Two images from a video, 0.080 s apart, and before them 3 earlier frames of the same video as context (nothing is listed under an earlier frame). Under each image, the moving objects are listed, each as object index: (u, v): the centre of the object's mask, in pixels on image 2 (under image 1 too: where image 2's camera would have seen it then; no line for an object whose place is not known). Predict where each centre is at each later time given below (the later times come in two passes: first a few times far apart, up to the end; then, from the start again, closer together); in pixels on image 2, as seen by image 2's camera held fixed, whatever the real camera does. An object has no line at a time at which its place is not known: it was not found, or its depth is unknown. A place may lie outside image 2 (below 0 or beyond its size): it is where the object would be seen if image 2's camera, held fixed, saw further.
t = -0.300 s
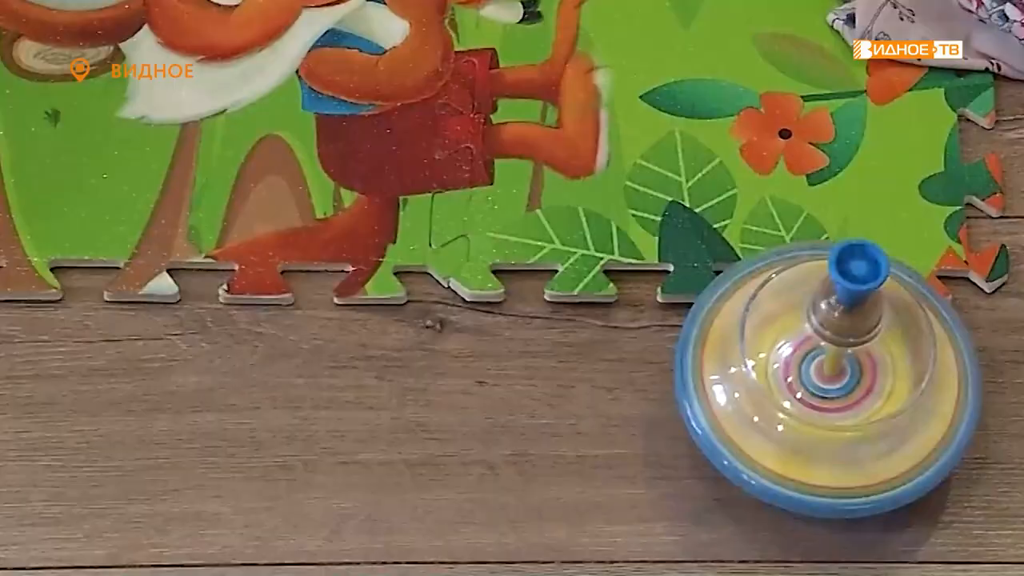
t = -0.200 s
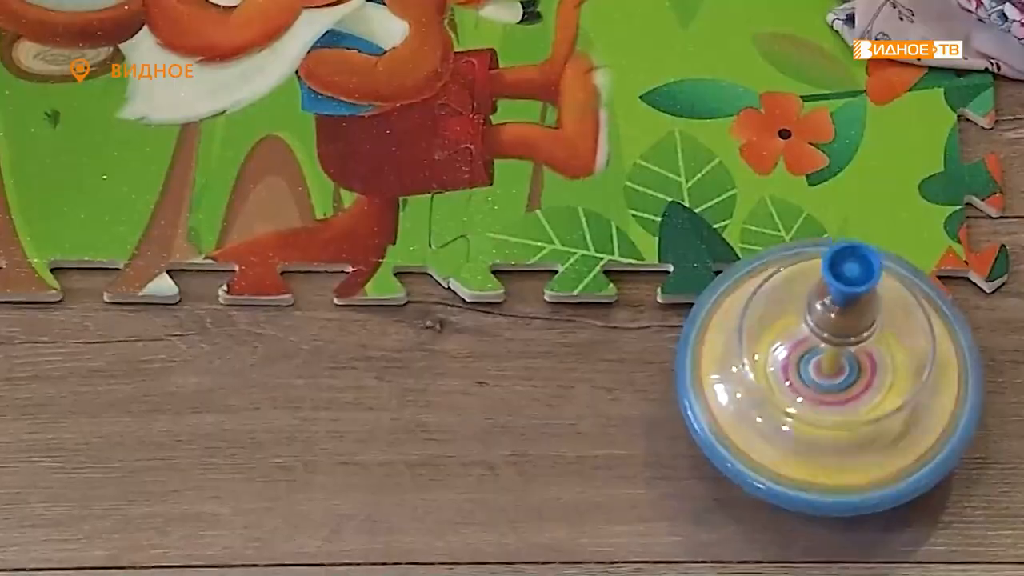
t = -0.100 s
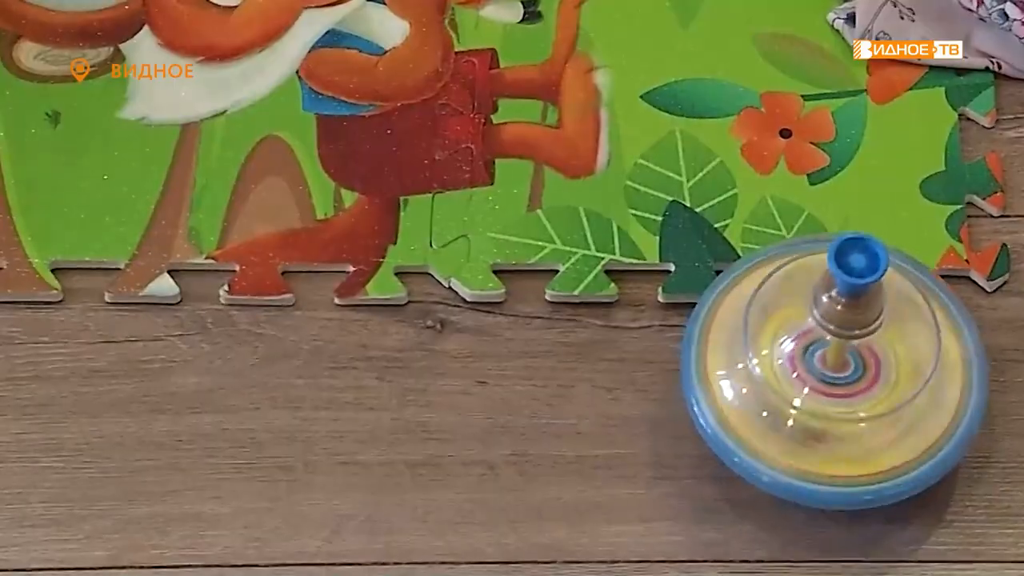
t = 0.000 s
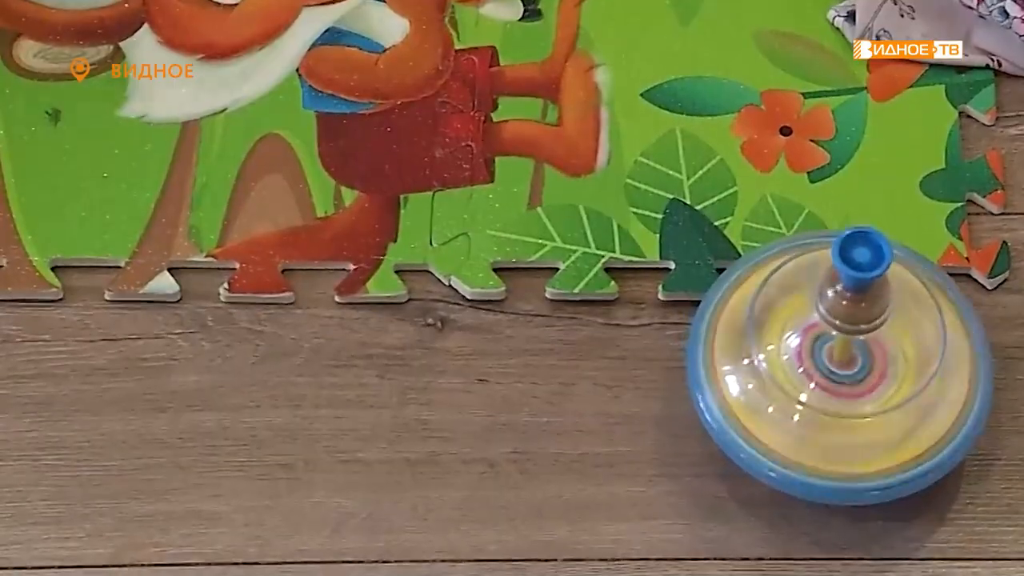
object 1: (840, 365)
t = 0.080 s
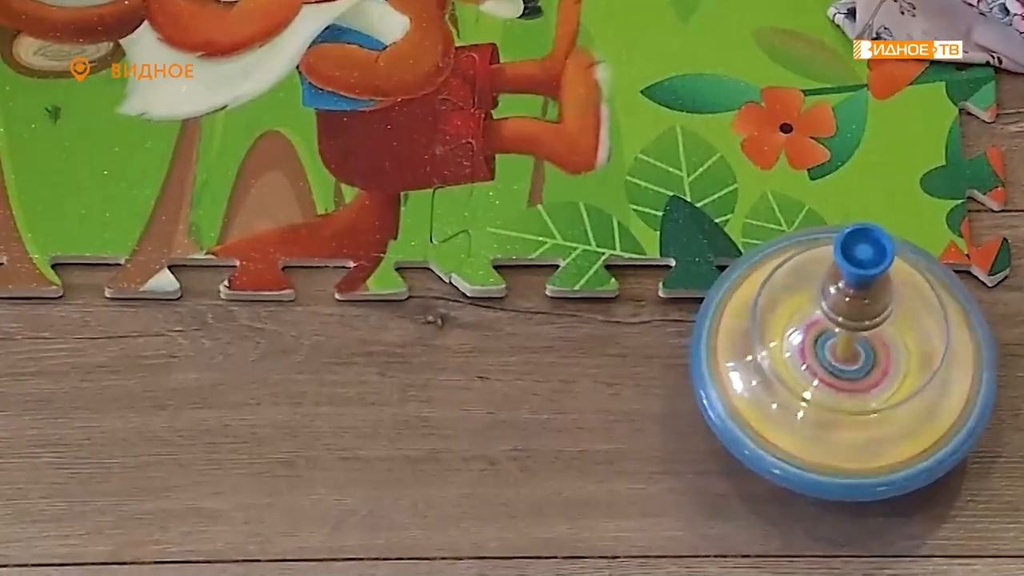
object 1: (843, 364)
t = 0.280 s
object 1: (856, 365)
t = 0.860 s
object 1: (869, 378)
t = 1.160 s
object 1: (864, 384)
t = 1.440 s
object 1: (857, 385)
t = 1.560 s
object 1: (850, 386)
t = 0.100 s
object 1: (845, 365)
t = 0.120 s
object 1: (845, 365)
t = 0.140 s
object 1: (846, 364)
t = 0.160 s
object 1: (848, 363)
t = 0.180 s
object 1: (851, 363)
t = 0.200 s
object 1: (852, 364)
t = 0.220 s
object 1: (853, 364)
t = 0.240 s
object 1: (855, 363)
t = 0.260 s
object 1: (856, 364)
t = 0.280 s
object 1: (856, 365)
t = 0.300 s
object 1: (857, 365)
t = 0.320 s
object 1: (857, 364)
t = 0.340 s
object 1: (859, 365)
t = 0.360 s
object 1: (860, 365)
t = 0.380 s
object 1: (860, 365)
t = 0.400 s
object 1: (860, 364)
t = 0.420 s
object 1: (862, 364)
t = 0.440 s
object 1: (863, 366)
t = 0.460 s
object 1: (862, 367)
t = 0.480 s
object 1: (862, 367)
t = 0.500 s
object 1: (864, 367)
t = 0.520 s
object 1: (865, 368)
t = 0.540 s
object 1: (865, 369)
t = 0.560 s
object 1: (865, 368)
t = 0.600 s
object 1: (867, 370)
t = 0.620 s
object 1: (867, 371)
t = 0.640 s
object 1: (867, 372)
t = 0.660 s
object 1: (868, 372)
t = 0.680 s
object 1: (869, 372)
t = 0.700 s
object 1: (868, 374)
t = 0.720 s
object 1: (868, 373)
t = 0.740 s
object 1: (869, 372)
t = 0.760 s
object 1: (870, 373)
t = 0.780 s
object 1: (870, 375)
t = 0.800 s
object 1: (869, 376)
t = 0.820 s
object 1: (869, 376)
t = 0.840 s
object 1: (869, 377)
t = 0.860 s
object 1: (869, 378)
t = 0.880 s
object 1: (868, 379)
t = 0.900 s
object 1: (868, 378)
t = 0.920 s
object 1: (869, 377)
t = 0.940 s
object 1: (869, 378)
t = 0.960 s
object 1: (869, 380)
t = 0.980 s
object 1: (868, 380)
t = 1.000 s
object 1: (868, 380)
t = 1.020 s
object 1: (869, 382)
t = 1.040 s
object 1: (868, 383)
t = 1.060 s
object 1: (866, 384)
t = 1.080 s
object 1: (866, 383)
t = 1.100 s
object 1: (866, 384)
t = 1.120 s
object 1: (865, 385)
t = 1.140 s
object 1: (864, 385)
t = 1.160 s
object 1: (864, 384)
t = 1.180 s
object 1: (864, 385)
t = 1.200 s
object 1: (863, 386)
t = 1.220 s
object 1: (862, 387)
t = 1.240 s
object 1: (861, 386)
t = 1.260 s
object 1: (862, 384)
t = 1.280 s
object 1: (862, 385)
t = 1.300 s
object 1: (861, 386)
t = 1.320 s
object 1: (860, 385)
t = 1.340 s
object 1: (861, 385)
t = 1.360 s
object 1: (861, 386)
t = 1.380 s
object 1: (859, 387)
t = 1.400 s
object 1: (858, 386)
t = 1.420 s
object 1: (857, 385)
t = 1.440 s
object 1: (857, 385)
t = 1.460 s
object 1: (856, 386)
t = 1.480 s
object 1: (854, 386)
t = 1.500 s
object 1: (853, 384)
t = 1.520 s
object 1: (853, 384)
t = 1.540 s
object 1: (852, 385)
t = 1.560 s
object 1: (850, 386)
